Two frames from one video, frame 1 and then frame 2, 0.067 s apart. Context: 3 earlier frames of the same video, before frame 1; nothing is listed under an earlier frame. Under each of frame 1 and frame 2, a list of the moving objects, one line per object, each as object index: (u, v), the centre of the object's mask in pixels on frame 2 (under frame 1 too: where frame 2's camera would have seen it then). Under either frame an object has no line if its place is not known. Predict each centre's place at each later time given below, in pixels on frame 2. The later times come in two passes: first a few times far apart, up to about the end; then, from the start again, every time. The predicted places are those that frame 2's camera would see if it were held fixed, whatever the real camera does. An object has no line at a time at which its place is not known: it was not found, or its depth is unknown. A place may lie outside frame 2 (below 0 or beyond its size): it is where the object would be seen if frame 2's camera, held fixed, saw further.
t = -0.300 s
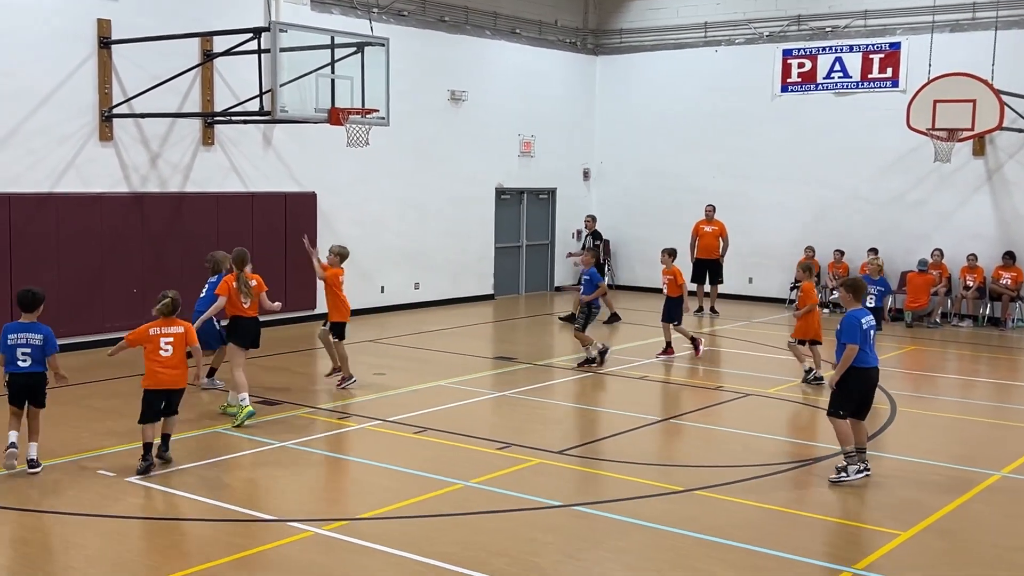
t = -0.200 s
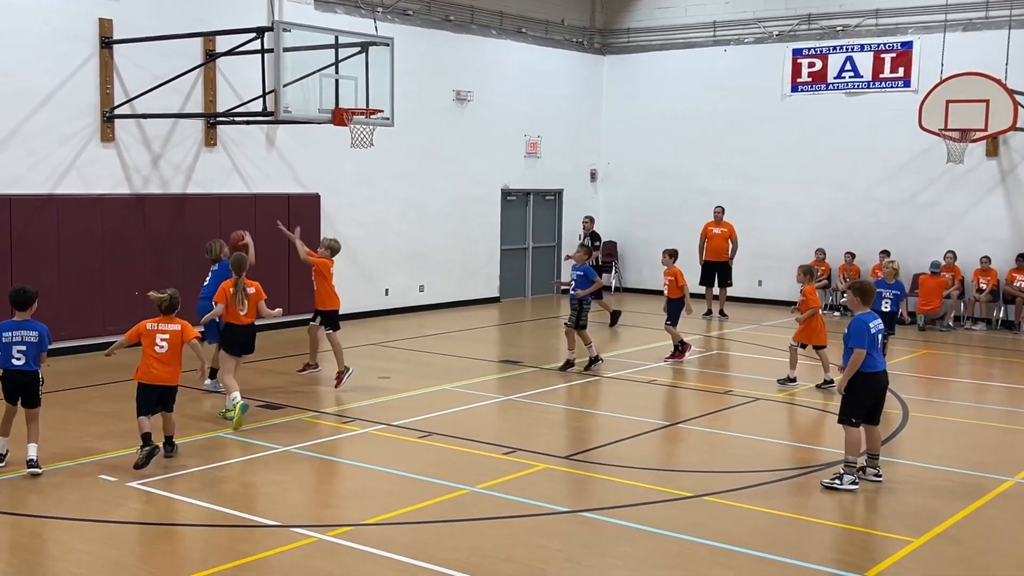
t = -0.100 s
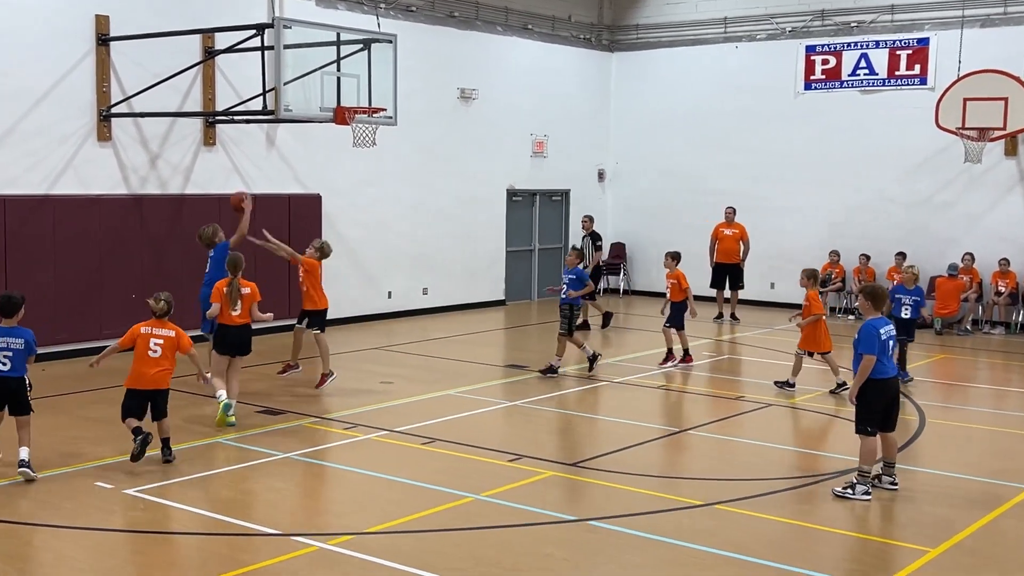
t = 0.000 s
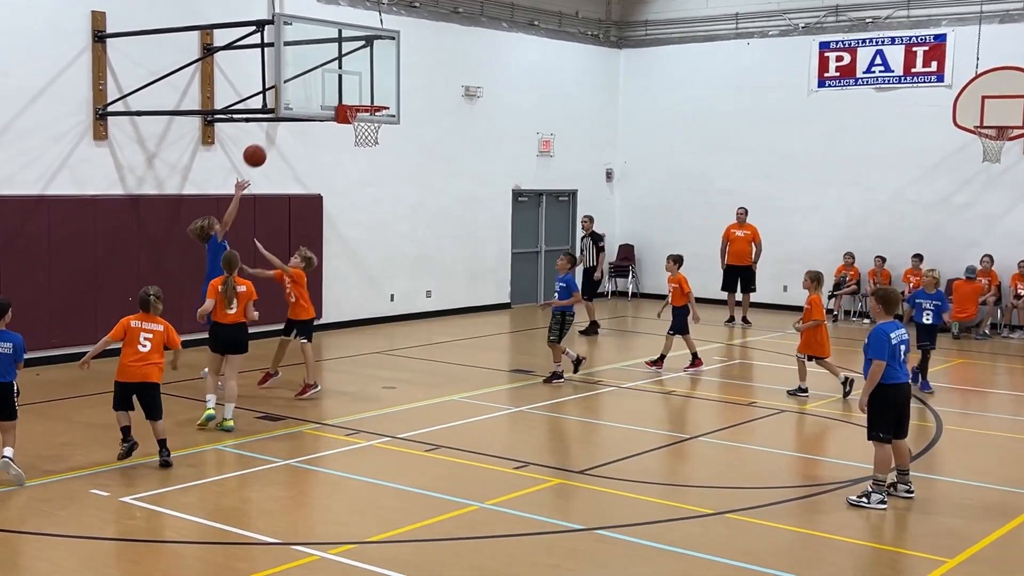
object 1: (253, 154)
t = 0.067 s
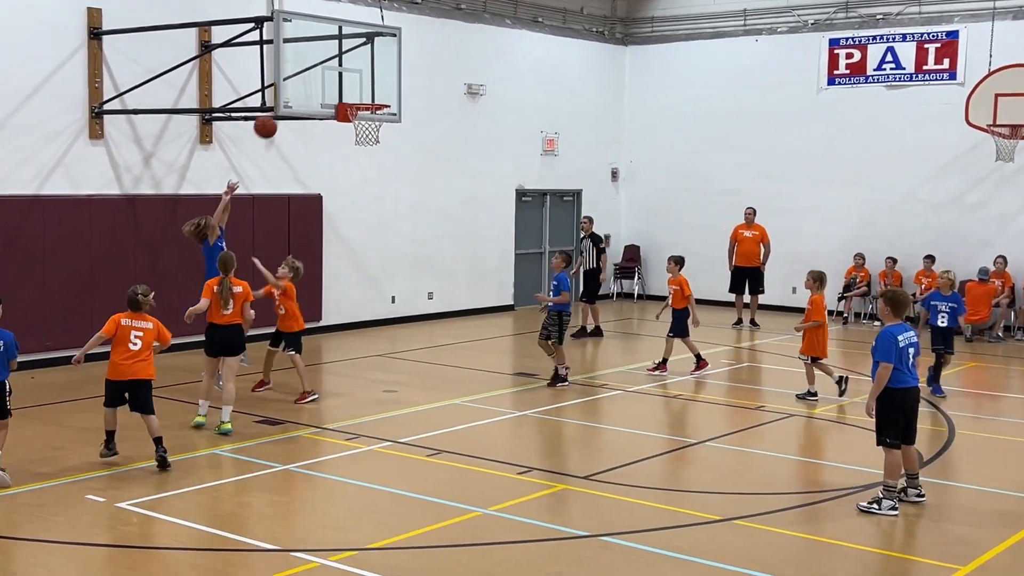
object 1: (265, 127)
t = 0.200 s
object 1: (289, 85)
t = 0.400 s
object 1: (324, 56)
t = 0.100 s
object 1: (271, 115)
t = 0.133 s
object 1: (278, 103)
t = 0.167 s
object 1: (283, 94)
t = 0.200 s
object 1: (289, 85)
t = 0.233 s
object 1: (295, 78)
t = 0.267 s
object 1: (301, 71)
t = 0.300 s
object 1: (307, 66)
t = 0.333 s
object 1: (313, 62)
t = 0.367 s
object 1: (318, 58)
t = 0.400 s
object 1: (324, 56)
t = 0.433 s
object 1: (329, 55)
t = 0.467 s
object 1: (335, 55)
